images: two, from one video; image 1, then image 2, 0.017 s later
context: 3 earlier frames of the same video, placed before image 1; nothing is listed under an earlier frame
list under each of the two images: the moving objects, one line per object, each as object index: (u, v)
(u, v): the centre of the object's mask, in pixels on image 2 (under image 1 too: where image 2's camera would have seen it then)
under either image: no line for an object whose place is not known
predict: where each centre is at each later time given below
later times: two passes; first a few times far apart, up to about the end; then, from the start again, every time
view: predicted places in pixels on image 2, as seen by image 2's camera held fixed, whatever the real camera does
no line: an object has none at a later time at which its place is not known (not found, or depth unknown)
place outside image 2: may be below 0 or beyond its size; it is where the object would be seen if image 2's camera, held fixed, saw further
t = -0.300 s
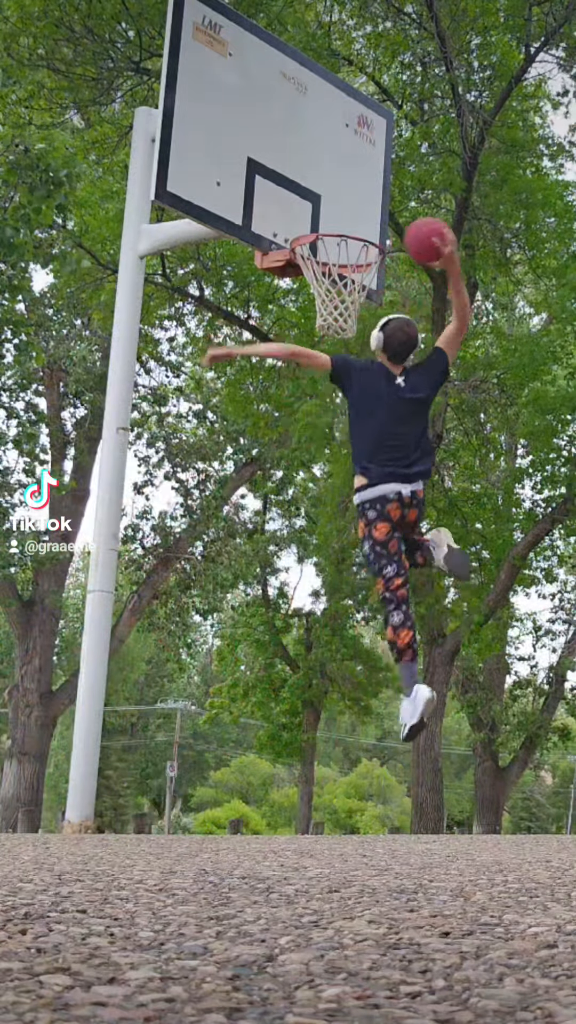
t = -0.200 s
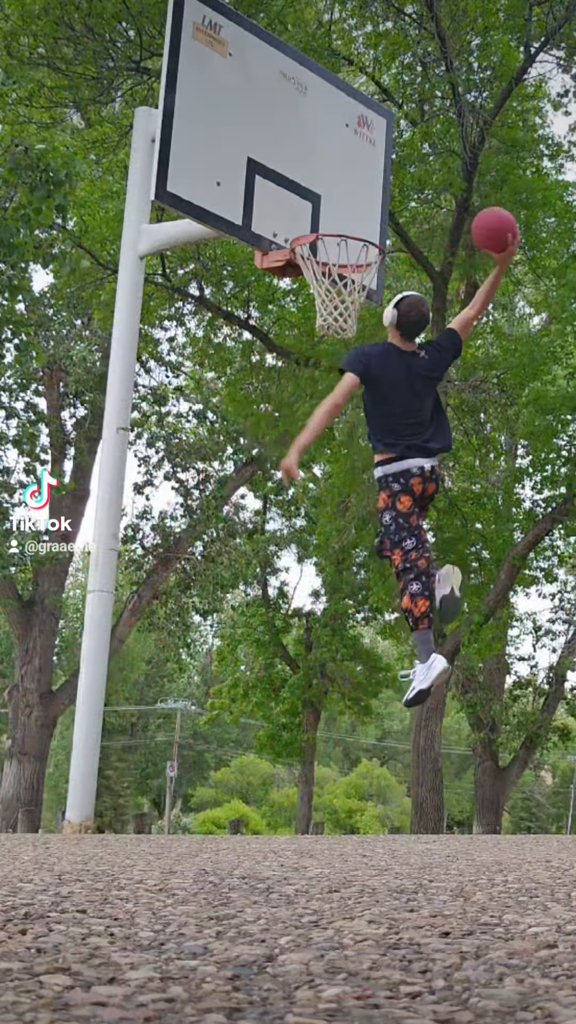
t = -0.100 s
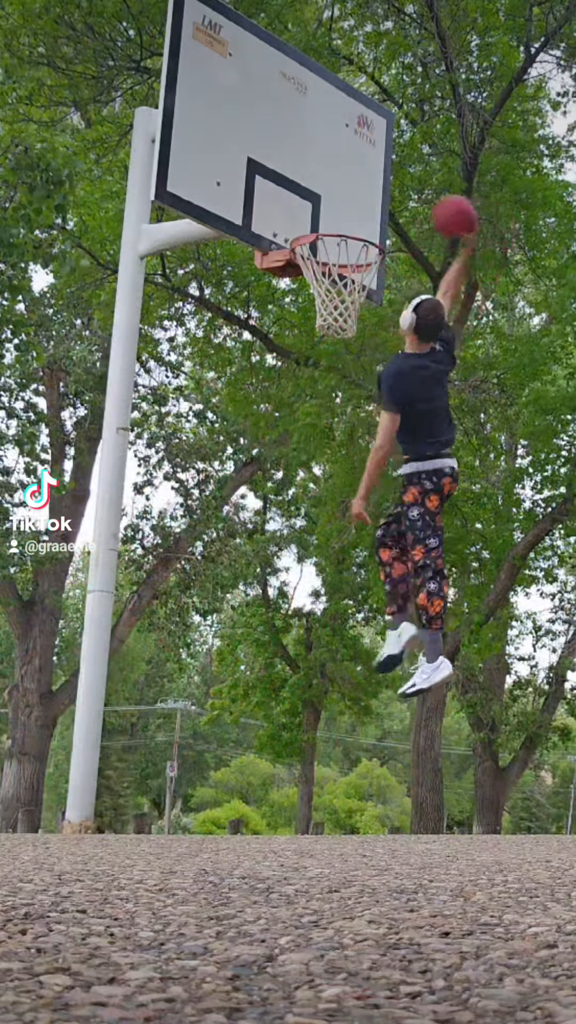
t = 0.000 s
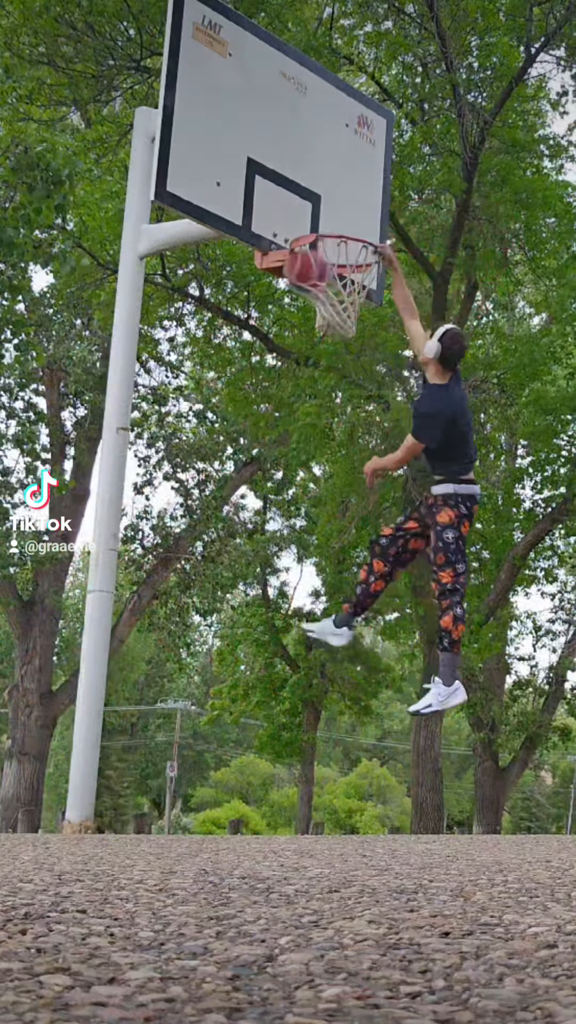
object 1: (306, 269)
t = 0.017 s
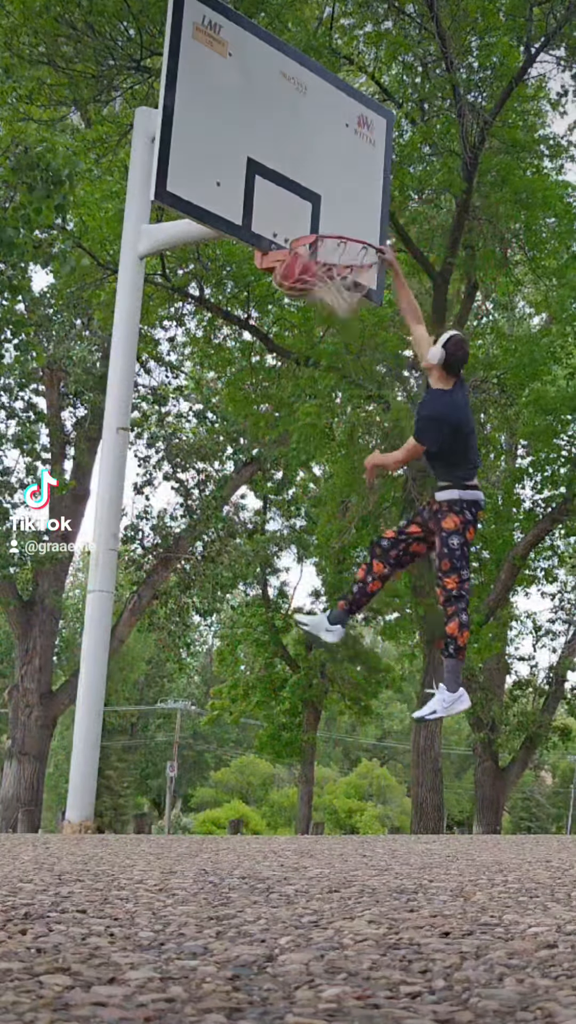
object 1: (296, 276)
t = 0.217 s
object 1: (333, 279)
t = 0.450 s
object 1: (353, 301)
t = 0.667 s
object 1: (323, 325)
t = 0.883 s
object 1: (326, 352)
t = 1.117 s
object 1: (329, 485)
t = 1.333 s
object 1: (330, 709)
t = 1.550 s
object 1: (350, 681)
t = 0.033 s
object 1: (293, 276)
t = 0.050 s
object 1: (296, 278)
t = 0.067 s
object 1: (299, 280)
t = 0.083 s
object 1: (299, 273)
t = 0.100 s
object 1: (303, 273)
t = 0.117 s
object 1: (309, 278)
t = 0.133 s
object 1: (314, 279)
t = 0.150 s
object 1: (317, 280)
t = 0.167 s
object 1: (319, 277)
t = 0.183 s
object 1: (324, 277)
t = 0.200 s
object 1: (326, 278)
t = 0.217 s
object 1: (333, 279)
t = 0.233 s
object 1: (337, 279)
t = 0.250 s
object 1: (341, 281)
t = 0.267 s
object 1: (345, 282)
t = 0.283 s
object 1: (348, 282)
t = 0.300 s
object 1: (351, 283)
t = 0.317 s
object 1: (356, 289)
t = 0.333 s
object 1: (356, 290)
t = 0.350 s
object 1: (357, 293)
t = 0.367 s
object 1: (359, 293)
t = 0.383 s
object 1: (357, 295)
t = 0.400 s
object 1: (357, 297)
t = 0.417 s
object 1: (357, 298)
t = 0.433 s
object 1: (355, 299)
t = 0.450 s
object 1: (353, 301)
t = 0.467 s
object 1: (351, 300)
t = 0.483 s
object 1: (349, 302)
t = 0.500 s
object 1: (346, 302)
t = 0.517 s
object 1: (343, 304)
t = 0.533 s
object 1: (339, 305)
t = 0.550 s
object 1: (338, 307)
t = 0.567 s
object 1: (335, 309)
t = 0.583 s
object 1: (329, 319)
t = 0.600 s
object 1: (327, 326)
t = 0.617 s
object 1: (327, 326)
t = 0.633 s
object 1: (326, 325)
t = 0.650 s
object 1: (324, 325)
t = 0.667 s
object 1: (323, 325)
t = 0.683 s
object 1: (322, 326)
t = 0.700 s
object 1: (321, 327)
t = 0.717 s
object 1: (321, 328)
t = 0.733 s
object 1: (321, 328)
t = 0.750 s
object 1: (321, 329)
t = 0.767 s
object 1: (321, 331)
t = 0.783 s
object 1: (322, 333)
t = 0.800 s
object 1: (323, 335)
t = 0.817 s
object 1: (323, 337)
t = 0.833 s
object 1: (325, 339)
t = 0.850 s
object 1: (325, 343)
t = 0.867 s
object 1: (325, 347)
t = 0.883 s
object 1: (326, 352)
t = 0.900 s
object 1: (326, 359)
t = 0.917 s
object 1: (326, 365)
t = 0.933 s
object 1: (327, 372)
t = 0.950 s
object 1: (327, 380)
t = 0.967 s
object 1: (328, 387)
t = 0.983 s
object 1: (328, 396)
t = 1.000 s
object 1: (328, 405)
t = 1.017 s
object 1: (328, 415)
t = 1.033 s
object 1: (328, 426)
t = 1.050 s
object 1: (328, 436)
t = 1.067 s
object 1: (328, 448)
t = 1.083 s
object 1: (328, 460)
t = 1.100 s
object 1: (329, 472)
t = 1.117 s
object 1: (329, 485)
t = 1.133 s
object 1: (328, 498)
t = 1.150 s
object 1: (328, 513)
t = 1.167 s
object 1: (329, 527)
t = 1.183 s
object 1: (329, 543)
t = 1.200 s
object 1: (329, 558)
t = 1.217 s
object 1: (329, 575)
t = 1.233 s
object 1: (329, 592)
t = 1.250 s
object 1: (329, 610)
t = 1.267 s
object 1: (330, 629)
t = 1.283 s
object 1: (329, 648)
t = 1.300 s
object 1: (329, 668)
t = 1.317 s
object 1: (329, 688)
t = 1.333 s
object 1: (330, 709)
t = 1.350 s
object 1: (330, 731)
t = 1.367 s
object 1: (330, 753)
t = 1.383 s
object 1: (330, 776)
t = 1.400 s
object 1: (330, 800)
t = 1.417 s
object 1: (331, 819)
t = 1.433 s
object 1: (333, 806)
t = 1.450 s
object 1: (335, 786)
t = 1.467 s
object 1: (338, 767)
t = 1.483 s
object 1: (340, 749)
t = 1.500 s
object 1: (343, 731)
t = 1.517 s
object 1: (345, 713)
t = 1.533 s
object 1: (348, 697)
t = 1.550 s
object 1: (350, 681)
